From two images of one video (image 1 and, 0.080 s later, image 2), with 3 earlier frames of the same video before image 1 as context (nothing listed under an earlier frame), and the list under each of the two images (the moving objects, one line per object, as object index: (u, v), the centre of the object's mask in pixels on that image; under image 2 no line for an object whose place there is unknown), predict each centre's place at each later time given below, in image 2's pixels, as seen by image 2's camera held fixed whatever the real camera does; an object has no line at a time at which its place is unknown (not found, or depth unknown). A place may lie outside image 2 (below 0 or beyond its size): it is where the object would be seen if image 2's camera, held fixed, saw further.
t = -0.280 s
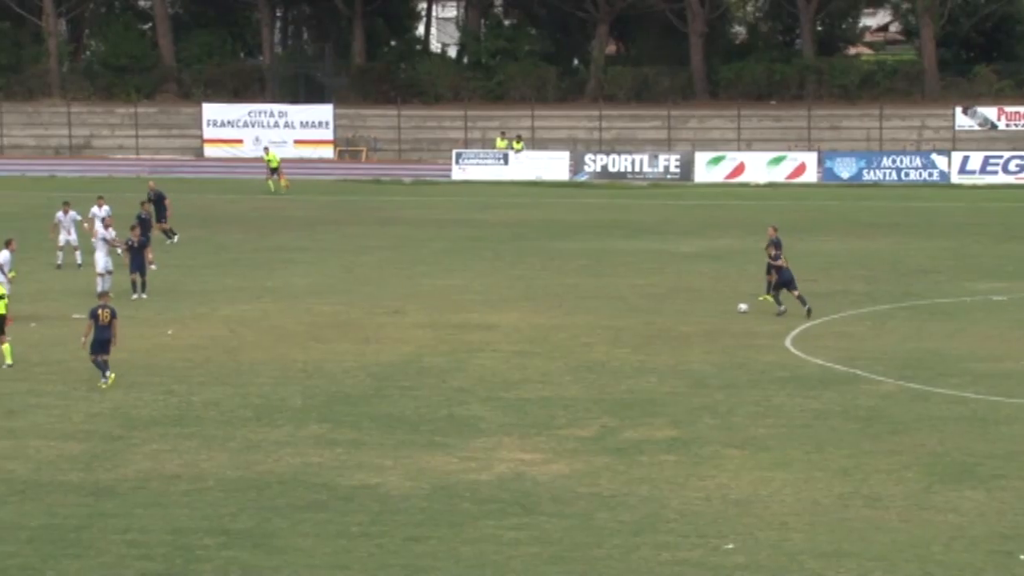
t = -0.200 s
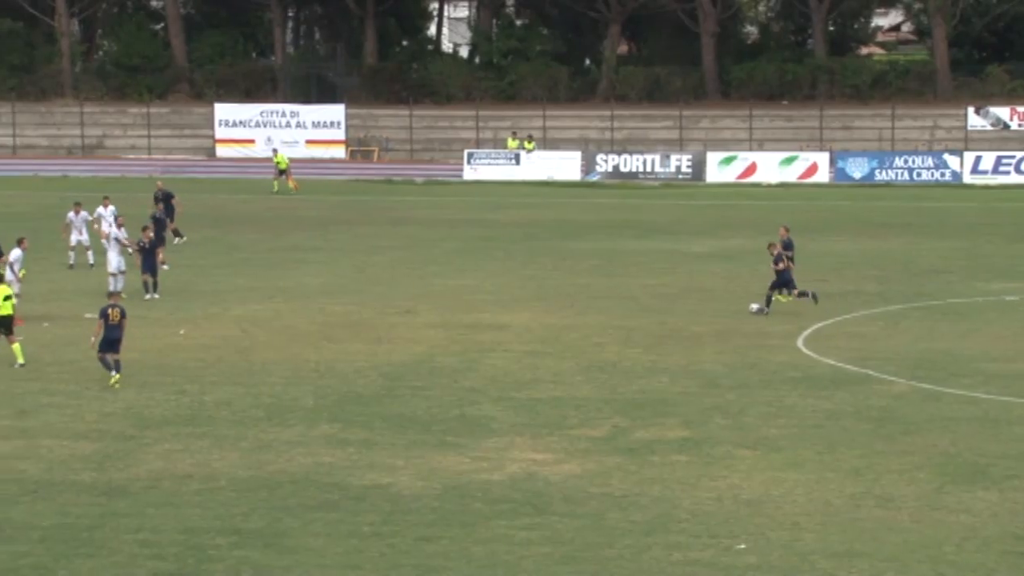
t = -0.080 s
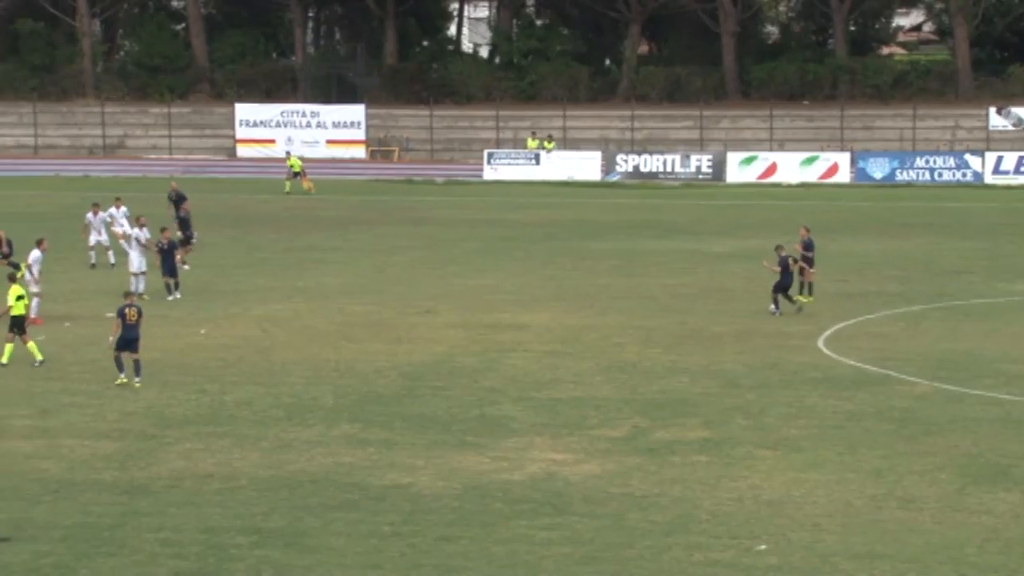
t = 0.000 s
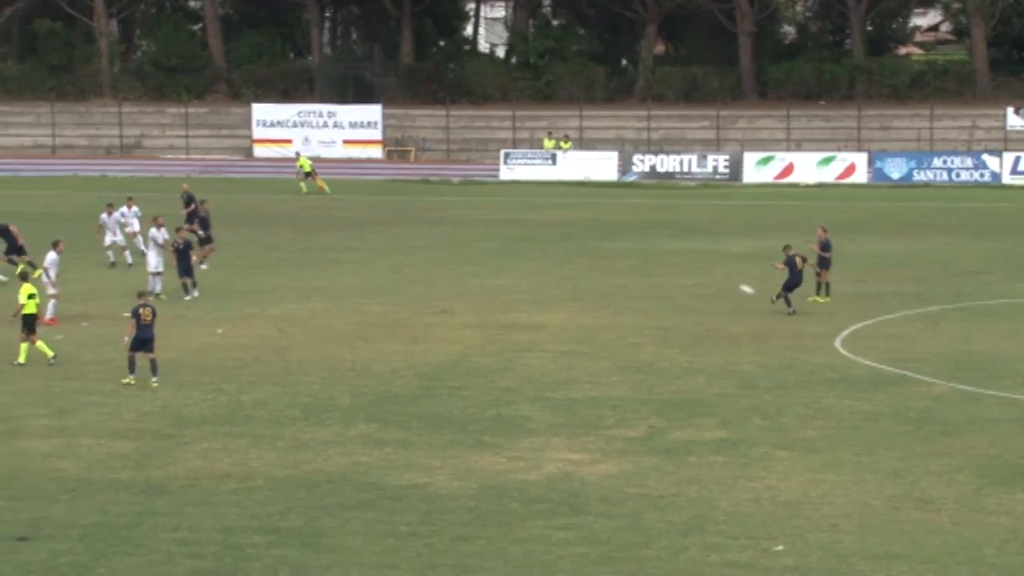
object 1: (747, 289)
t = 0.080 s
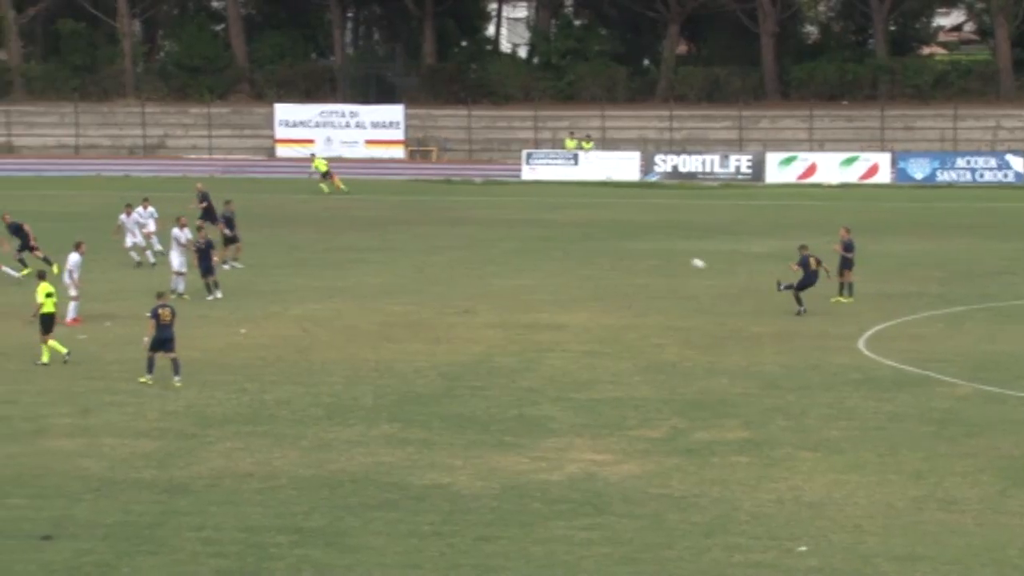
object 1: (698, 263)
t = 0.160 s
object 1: (630, 240)
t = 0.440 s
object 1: (410, 176)
